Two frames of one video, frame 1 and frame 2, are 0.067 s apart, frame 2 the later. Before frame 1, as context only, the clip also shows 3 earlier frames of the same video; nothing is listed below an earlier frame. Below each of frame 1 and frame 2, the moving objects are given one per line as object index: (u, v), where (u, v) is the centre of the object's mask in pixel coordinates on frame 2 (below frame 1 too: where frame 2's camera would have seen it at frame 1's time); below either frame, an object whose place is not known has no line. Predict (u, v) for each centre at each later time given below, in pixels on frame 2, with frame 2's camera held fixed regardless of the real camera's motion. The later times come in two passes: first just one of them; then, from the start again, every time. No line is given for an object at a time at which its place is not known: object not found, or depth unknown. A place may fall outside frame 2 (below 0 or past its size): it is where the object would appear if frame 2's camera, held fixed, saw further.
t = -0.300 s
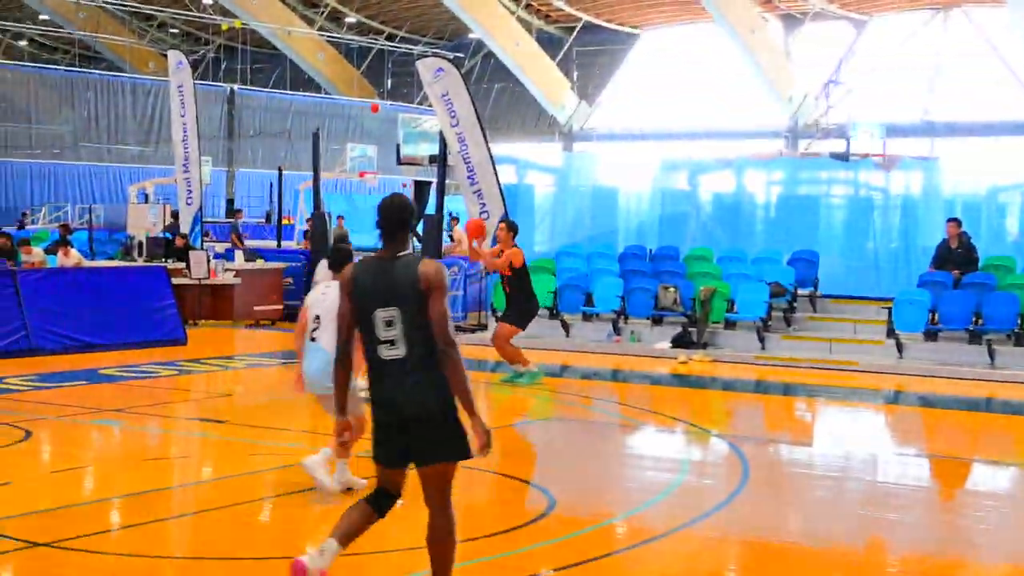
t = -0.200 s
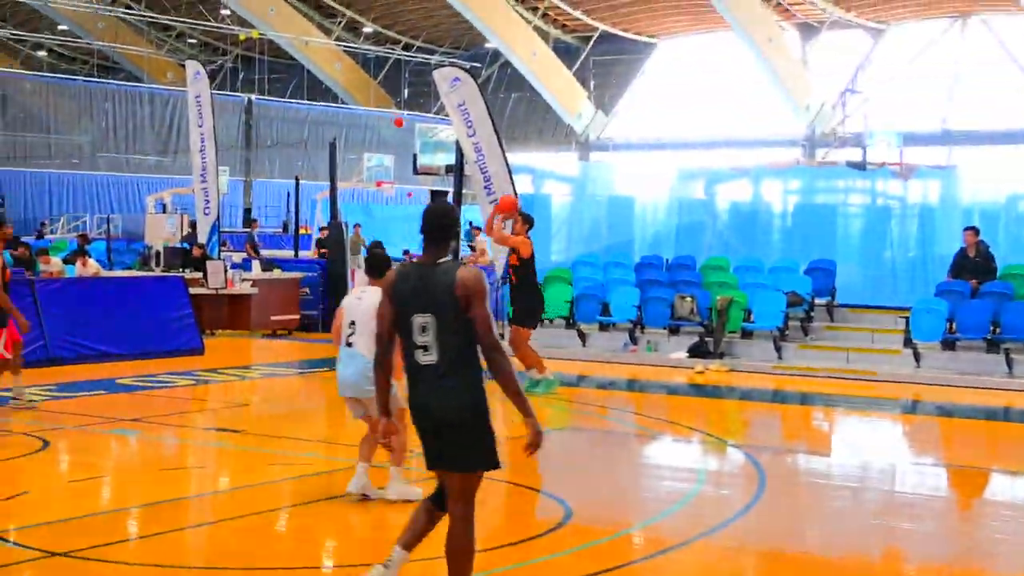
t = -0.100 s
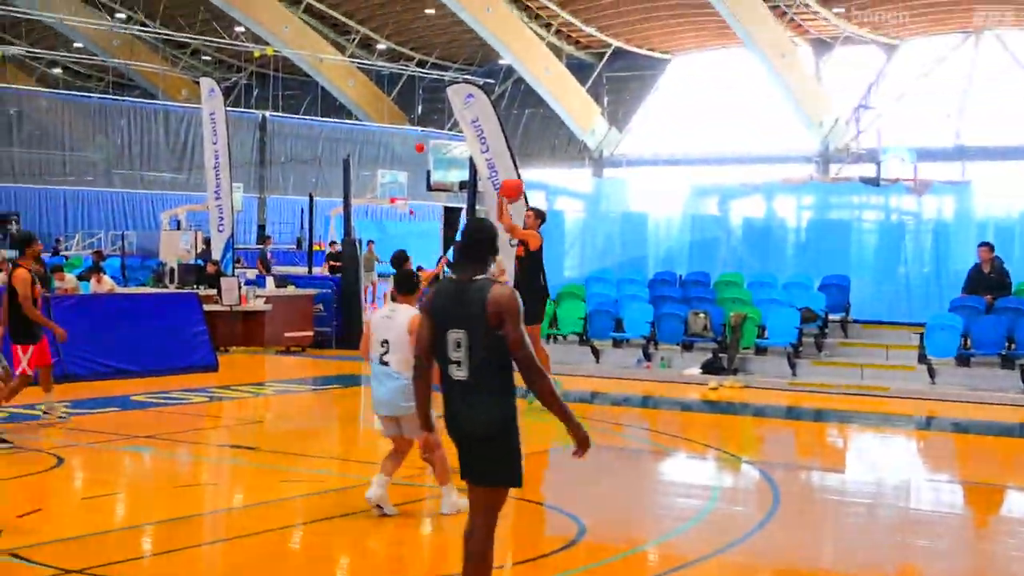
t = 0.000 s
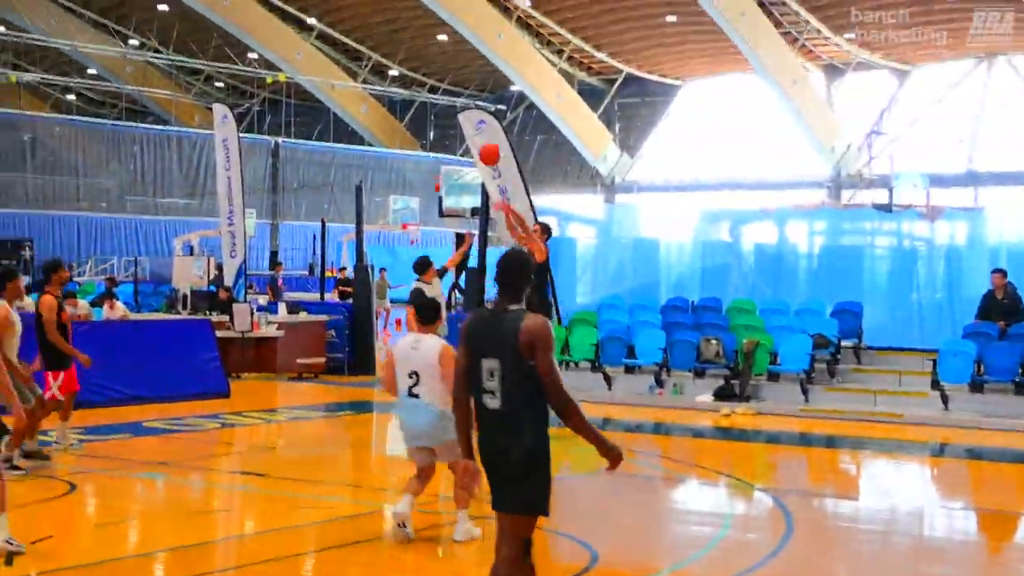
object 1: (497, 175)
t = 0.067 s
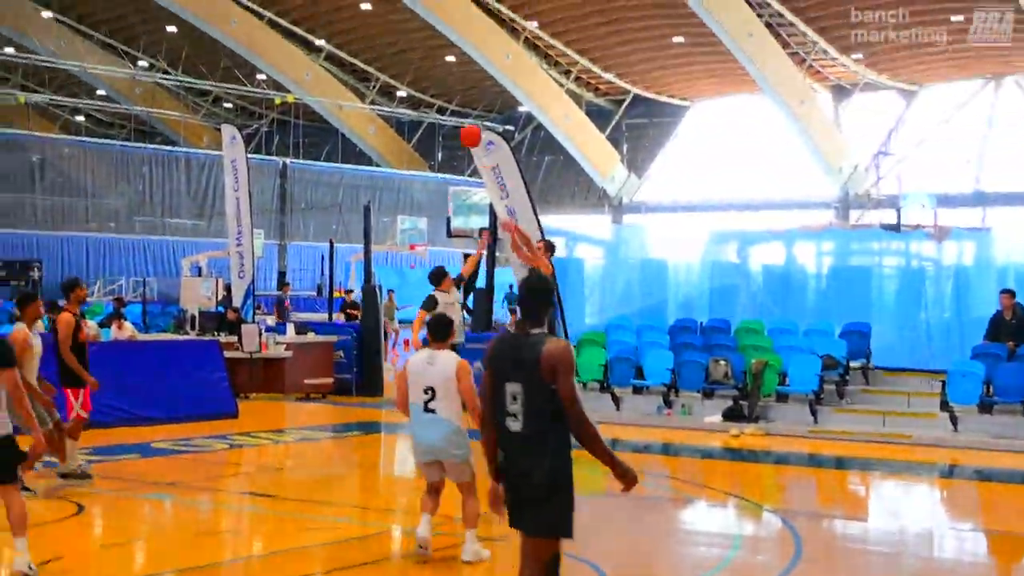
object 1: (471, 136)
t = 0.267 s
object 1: (387, 39)
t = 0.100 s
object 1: (457, 118)
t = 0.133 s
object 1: (443, 100)
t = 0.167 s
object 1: (430, 84)
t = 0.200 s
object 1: (415, 68)
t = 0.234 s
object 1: (401, 53)
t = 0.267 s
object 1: (387, 39)
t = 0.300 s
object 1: (371, 25)
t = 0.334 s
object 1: (356, 13)
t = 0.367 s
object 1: (340, 1)
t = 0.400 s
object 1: (325, -10)
